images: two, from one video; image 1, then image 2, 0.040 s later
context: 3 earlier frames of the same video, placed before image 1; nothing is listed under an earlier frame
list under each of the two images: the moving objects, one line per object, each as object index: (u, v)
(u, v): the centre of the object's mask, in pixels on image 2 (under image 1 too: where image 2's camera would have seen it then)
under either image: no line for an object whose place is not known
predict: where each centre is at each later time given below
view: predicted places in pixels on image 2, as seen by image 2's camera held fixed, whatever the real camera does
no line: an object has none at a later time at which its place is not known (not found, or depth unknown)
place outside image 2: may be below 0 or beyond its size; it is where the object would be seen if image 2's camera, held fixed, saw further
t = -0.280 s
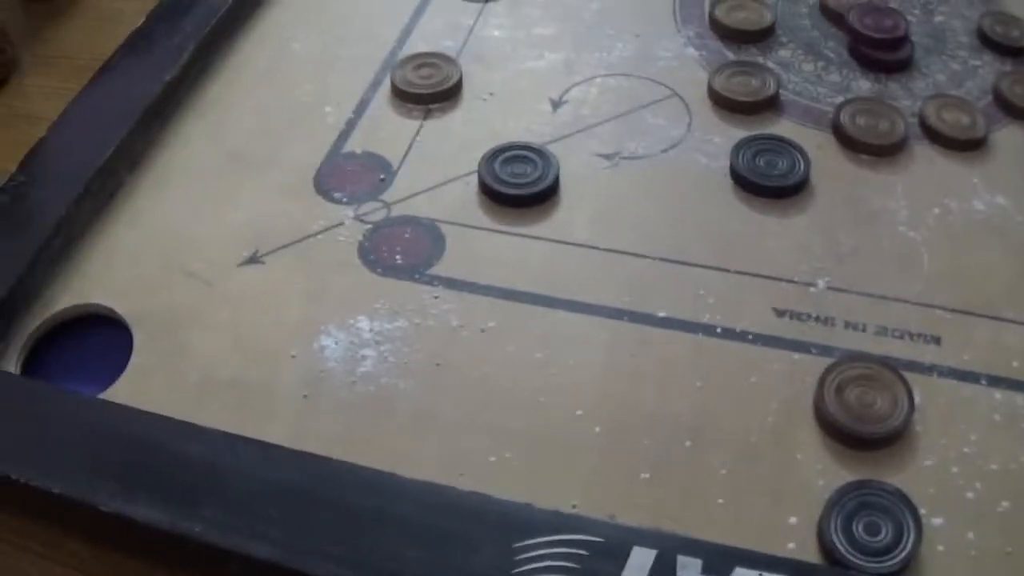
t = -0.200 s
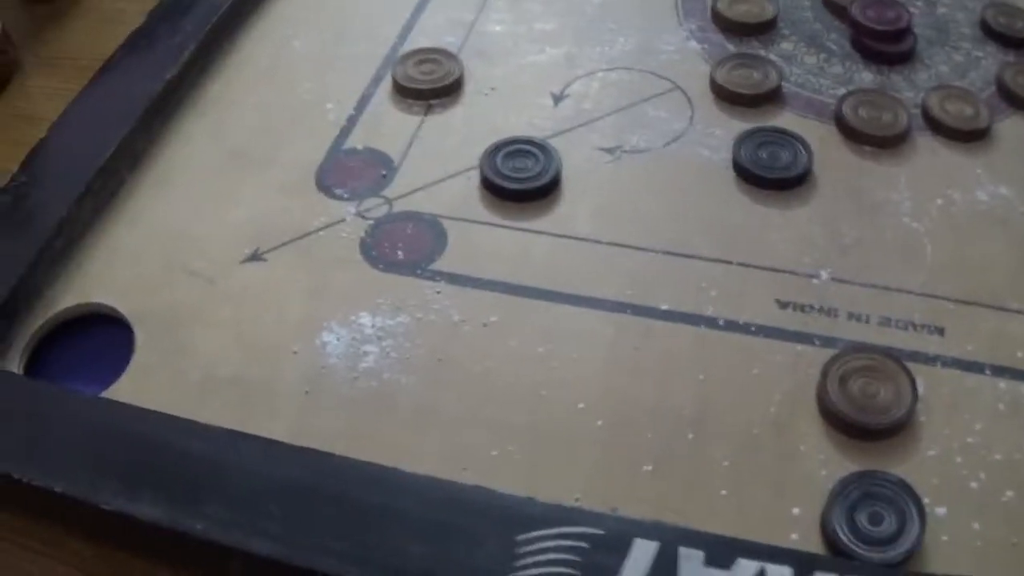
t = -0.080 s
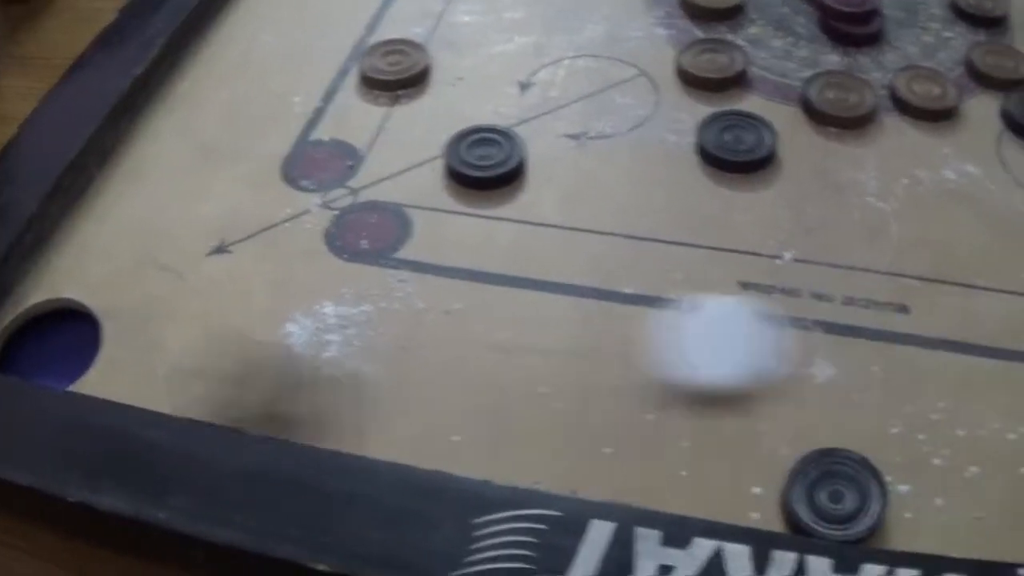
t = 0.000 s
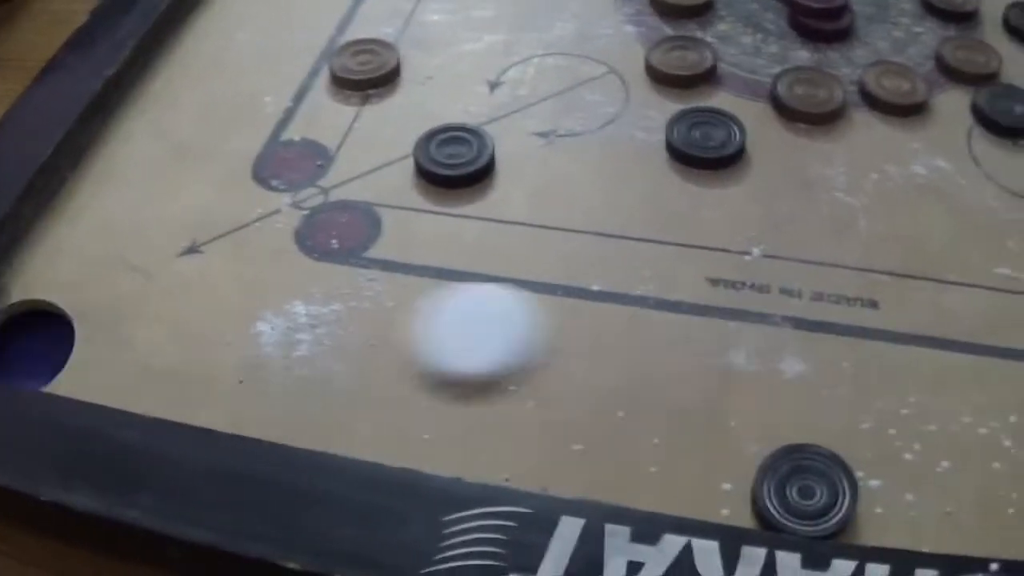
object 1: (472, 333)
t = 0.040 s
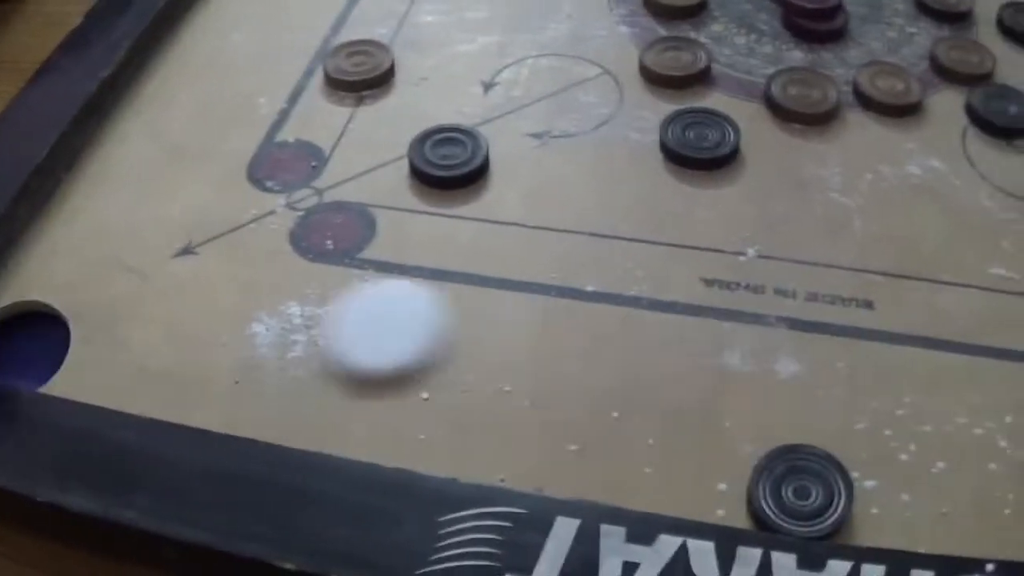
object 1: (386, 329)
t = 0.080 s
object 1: (313, 325)
